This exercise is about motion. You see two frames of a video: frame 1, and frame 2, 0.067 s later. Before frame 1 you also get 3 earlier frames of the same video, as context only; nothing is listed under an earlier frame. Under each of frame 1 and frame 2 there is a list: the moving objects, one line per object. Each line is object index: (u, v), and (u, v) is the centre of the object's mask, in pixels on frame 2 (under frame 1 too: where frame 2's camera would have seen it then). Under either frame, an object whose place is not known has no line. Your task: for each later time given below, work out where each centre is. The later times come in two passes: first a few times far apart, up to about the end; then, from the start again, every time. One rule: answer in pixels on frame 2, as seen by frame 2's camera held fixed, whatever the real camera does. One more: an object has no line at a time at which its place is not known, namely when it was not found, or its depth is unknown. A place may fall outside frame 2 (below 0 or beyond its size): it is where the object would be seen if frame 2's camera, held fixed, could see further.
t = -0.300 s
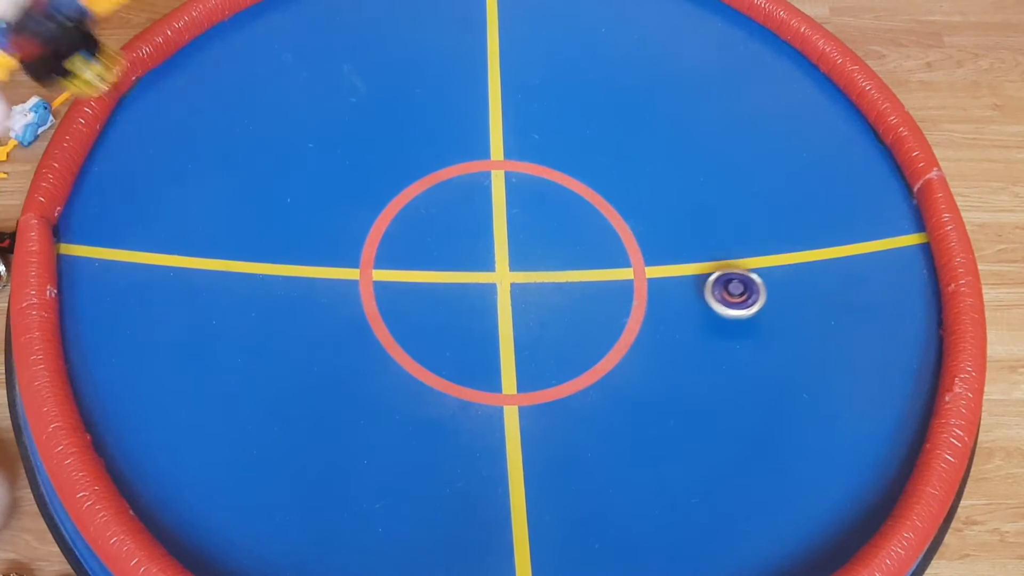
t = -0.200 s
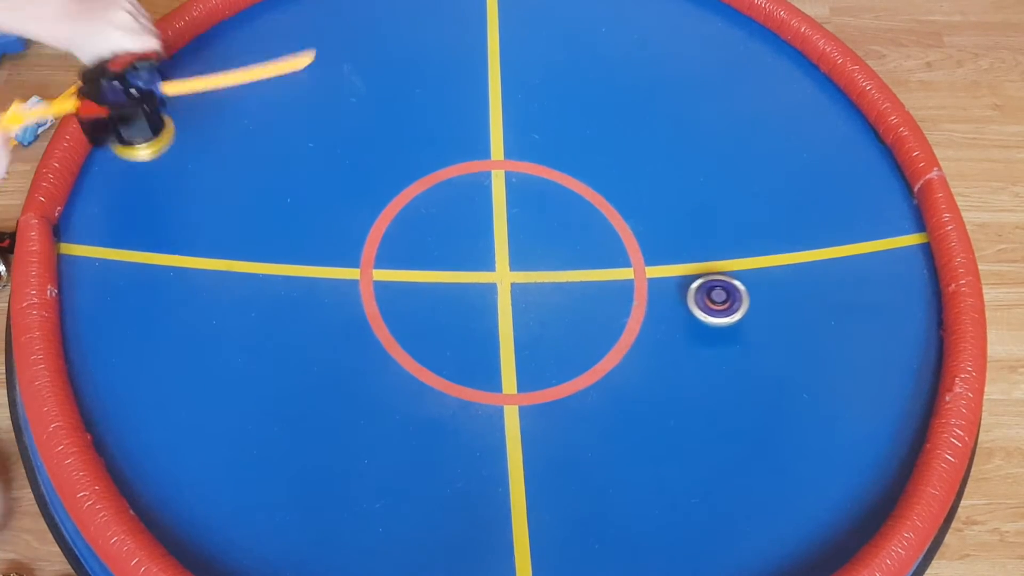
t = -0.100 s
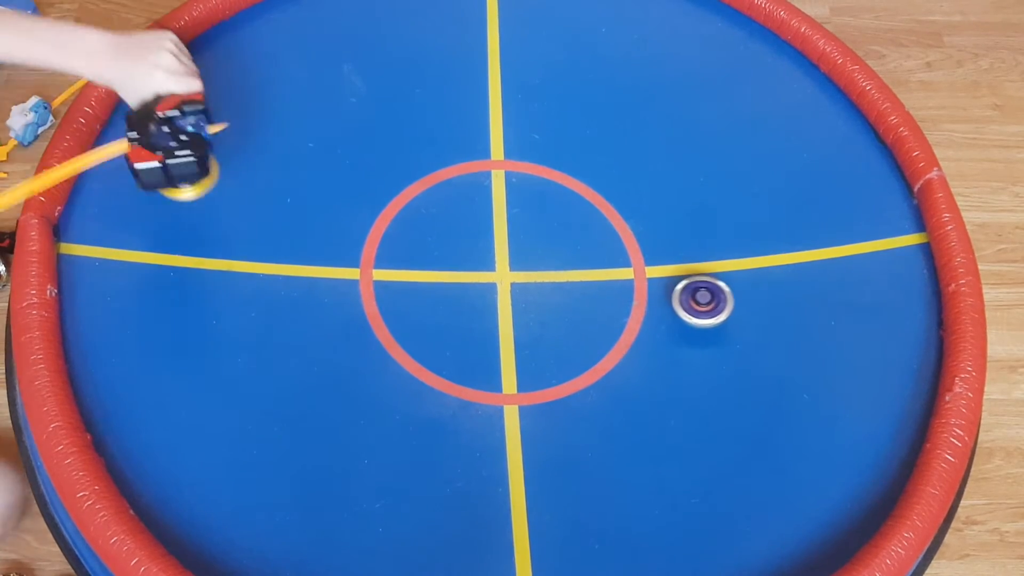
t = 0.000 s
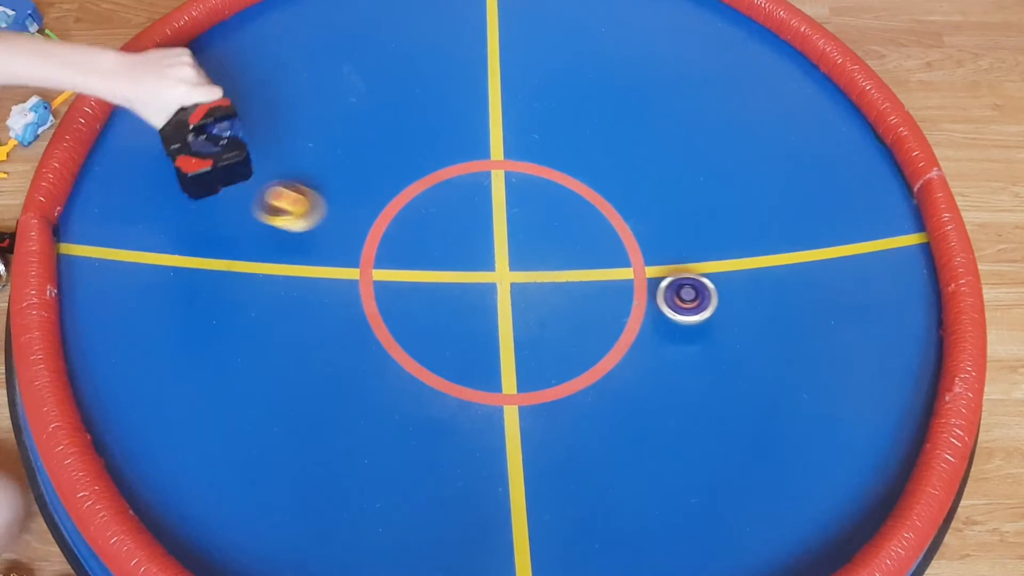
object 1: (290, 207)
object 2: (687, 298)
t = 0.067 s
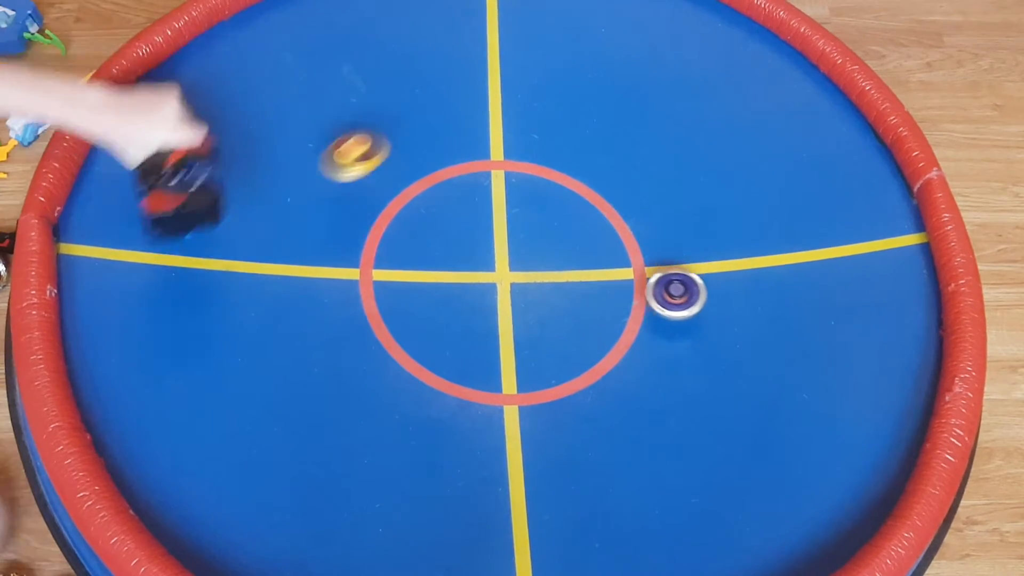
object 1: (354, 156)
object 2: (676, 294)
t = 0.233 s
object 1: (511, 106)
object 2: (646, 279)
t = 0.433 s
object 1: (653, 57)
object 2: (614, 254)
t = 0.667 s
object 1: (736, 70)
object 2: (581, 224)
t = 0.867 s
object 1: (778, 110)
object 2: (559, 199)
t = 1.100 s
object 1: (782, 181)
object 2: (538, 173)
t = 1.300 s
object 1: (738, 249)
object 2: (526, 156)
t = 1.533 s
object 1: (646, 268)
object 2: (518, 147)
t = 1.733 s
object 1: (578, 223)
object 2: (511, 154)
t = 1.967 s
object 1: (620, 188)
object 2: (441, 151)
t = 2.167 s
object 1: (663, 192)
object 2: (400, 144)
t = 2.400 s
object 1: (656, 229)
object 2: (367, 146)
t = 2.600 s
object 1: (592, 249)
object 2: (349, 156)
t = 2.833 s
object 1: (510, 229)
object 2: (342, 182)
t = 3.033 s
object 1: (464, 186)
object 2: (345, 212)
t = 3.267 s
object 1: (466, 135)
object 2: (356, 252)
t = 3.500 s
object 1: (526, 149)
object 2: (374, 291)
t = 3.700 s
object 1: (541, 212)
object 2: (396, 322)
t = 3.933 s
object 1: (493, 277)
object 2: (430, 353)
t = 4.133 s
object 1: (427, 303)
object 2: (462, 373)
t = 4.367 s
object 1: (351, 286)
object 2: (506, 393)
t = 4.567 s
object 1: (336, 241)
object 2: (546, 401)
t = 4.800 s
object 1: (407, 215)
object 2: (591, 399)
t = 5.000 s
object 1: (484, 236)
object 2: (626, 389)
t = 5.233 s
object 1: (554, 293)
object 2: (657, 367)
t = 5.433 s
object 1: (576, 353)
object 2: (676, 342)
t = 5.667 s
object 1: (553, 417)
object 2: (690, 312)
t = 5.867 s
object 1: (487, 424)
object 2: (692, 284)
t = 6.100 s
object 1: (455, 354)
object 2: (687, 250)
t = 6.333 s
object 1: (498, 284)
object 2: (671, 222)
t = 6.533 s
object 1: (563, 251)
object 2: (651, 200)
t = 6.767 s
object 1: (644, 245)
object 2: (621, 179)
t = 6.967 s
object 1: (702, 270)
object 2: (592, 168)
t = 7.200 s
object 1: (714, 329)
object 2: (556, 160)
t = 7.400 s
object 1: (646, 357)
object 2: (524, 160)
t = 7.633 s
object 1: (555, 321)
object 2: (489, 168)
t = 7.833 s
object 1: (510, 265)
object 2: (461, 181)
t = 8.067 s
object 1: (495, 198)
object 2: (430, 201)
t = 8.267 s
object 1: (518, 149)
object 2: (409, 224)
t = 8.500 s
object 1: (578, 133)
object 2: (391, 253)
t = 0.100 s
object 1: (387, 132)
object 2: (670, 292)
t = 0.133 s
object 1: (419, 116)
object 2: (663, 289)
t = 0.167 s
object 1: (451, 107)
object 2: (658, 286)
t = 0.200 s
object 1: (483, 106)
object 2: (652, 282)
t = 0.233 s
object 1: (511, 106)
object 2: (646, 279)
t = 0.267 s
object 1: (537, 85)
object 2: (640, 274)
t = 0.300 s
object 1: (564, 71)
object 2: (635, 270)
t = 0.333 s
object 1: (591, 63)
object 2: (630, 266)
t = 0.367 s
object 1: (615, 63)
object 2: (625, 263)
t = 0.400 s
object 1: (637, 68)
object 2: (620, 258)
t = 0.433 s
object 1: (653, 57)
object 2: (614, 254)
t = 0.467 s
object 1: (668, 53)
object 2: (609, 250)
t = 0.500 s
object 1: (681, 56)
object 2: (604, 246)
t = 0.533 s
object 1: (693, 62)
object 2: (599, 241)
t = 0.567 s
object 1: (706, 59)
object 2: (594, 237)
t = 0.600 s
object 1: (718, 63)
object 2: (590, 233)
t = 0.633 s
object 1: (728, 68)
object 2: (585, 229)
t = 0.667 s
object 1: (736, 70)
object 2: (581, 224)
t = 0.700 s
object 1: (743, 76)
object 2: (577, 219)
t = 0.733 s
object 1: (751, 81)
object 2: (573, 215)
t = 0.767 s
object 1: (759, 86)
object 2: (569, 211)
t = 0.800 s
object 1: (766, 93)
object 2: (566, 207)
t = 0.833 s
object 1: (773, 101)
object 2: (562, 203)
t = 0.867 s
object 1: (778, 110)
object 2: (559, 199)
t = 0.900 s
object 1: (782, 118)
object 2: (555, 194)
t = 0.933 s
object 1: (785, 127)
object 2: (552, 190)
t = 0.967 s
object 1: (787, 137)
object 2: (549, 186)
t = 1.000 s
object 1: (788, 147)
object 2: (546, 183)
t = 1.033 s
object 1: (787, 158)
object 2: (543, 180)
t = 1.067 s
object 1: (786, 170)
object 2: (540, 176)
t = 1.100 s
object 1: (782, 181)
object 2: (538, 173)
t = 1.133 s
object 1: (778, 193)
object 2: (535, 169)
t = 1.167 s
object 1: (772, 205)
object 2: (533, 166)
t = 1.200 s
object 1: (765, 217)
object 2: (531, 163)
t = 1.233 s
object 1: (757, 228)
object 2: (529, 161)
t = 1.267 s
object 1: (748, 239)
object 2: (528, 158)
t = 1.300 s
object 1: (738, 249)
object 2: (526, 156)
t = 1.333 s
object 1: (726, 257)
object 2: (525, 154)
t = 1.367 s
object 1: (715, 263)
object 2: (524, 152)
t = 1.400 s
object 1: (702, 268)
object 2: (523, 151)
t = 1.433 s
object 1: (689, 271)
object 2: (522, 149)
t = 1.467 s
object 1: (675, 272)
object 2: (521, 149)
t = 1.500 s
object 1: (660, 271)
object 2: (519, 148)
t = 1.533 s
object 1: (646, 268)
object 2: (518, 147)
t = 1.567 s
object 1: (631, 264)
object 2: (517, 147)
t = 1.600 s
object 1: (619, 257)
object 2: (516, 148)
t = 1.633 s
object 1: (606, 249)
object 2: (515, 149)
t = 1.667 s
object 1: (596, 241)
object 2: (514, 151)
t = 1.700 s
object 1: (587, 232)
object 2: (513, 152)
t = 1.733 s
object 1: (578, 223)
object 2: (511, 154)
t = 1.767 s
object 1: (570, 214)
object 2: (511, 155)
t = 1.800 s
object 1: (563, 203)
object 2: (510, 158)
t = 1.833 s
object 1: (556, 195)
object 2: (509, 160)
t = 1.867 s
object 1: (570, 191)
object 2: (492, 158)
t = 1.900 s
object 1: (590, 190)
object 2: (470, 154)
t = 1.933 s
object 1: (607, 189)
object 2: (454, 152)
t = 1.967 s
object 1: (620, 188)
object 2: (441, 151)
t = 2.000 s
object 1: (631, 187)
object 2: (430, 149)
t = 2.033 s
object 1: (640, 185)
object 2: (423, 148)
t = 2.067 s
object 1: (647, 185)
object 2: (416, 147)
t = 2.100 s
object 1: (654, 186)
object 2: (410, 146)
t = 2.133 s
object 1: (658, 189)
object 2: (405, 145)
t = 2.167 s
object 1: (663, 192)
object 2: (400, 144)
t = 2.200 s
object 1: (666, 195)
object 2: (395, 144)
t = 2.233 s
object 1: (668, 200)
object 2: (389, 143)
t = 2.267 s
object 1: (668, 206)
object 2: (384, 143)
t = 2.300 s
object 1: (667, 211)
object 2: (380, 143)
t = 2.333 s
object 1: (665, 217)
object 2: (375, 144)
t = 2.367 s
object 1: (661, 223)
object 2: (371, 145)
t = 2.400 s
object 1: (656, 229)
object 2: (367, 146)
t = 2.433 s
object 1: (649, 235)
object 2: (363, 147)
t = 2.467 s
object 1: (640, 240)
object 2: (360, 148)
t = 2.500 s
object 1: (629, 243)
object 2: (357, 150)
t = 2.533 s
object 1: (617, 246)
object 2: (353, 152)
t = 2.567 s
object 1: (603, 248)
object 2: (351, 154)
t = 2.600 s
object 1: (592, 249)
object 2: (349, 156)
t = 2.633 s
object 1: (580, 249)
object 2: (347, 159)
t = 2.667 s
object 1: (568, 247)
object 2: (345, 162)
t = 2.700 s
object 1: (555, 245)
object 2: (344, 165)
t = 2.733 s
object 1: (543, 242)
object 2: (343, 169)
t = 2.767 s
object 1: (532, 238)
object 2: (342, 173)
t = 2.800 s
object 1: (521, 234)
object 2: (342, 177)
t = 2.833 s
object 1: (510, 229)
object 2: (342, 182)
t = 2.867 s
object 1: (500, 223)
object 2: (342, 186)
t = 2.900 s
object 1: (491, 217)
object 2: (342, 191)
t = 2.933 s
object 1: (482, 210)
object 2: (342, 196)
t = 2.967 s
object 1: (474, 202)
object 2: (343, 201)
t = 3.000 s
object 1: (468, 195)
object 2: (344, 206)
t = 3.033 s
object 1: (464, 186)
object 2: (345, 212)
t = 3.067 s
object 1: (460, 178)
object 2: (346, 218)
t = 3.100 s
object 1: (457, 170)
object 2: (347, 224)
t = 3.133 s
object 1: (456, 162)
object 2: (349, 229)
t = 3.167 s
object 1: (456, 154)
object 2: (350, 235)
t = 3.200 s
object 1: (458, 148)
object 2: (352, 240)
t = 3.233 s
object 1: (462, 141)
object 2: (354, 246)
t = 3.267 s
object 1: (466, 135)
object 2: (356, 252)
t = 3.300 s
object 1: (474, 132)
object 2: (358, 258)
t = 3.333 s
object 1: (483, 129)
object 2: (361, 263)
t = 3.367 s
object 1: (492, 129)
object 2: (363, 269)
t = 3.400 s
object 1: (502, 132)
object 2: (366, 275)
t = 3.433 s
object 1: (510, 136)
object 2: (369, 280)
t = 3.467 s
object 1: (518, 141)
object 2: (371, 286)
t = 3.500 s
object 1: (526, 149)
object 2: (374, 291)
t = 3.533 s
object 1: (532, 158)
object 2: (377, 296)
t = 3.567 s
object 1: (536, 168)
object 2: (380, 302)
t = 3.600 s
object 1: (540, 179)
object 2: (384, 307)
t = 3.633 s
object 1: (541, 190)
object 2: (388, 312)
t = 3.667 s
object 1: (541, 202)
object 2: (392, 317)
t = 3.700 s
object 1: (541, 212)
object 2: (396, 322)
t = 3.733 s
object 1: (537, 223)
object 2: (399, 326)
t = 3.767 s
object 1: (533, 234)
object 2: (404, 330)
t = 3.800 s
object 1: (526, 244)
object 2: (408, 335)
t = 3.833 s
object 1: (519, 253)
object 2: (413, 339)
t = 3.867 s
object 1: (512, 261)
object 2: (419, 344)
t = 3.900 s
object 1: (502, 270)
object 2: (424, 349)
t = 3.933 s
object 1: (493, 277)
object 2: (430, 353)
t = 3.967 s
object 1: (482, 284)
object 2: (435, 357)
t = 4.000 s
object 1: (472, 289)
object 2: (440, 360)
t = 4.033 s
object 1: (462, 294)
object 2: (445, 363)
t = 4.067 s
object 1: (450, 298)
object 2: (450, 367)
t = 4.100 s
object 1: (439, 301)
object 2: (456, 370)
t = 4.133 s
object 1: (427, 303)
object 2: (462, 373)
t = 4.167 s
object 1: (414, 305)
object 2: (468, 376)
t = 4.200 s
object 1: (403, 304)
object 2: (474, 379)
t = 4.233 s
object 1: (392, 303)
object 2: (480, 382)
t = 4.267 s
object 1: (381, 301)
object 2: (487, 385)
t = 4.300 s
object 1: (370, 297)
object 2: (493, 388)
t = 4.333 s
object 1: (360, 293)
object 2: (500, 390)
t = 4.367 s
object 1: (351, 286)
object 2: (506, 393)
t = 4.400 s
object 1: (344, 280)
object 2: (513, 395)
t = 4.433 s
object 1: (338, 274)
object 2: (520, 397)
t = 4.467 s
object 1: (334, 266)
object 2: (526, 398)
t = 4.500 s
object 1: (332, 257)
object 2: (533, 399)
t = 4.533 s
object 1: (333, 249)
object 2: (540, 400)
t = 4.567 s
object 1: (336, 241)
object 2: (546, 401)
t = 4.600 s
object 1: (342, 234)
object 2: (553, 402)
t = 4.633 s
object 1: (349, 228)
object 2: (559, 402)
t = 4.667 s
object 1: (359, 222)
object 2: (566, 402)
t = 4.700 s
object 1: (369, 218)
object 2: (572, 401)
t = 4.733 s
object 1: (381, 216)
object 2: (578, 401)
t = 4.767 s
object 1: (394, 214)
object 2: (585, 400)
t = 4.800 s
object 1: (407, 215)
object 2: (591, 399)
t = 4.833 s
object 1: (422, 215)
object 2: (597, 398)
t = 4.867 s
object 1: (434, 217)
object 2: (603, 397)
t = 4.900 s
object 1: (447, 221)
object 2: (609, 395)
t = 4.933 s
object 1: (459, 225)
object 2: (615, 393)
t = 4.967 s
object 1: (470, 230)
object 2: (620, 391)
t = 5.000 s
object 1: (484, 236)
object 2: (626, 389)
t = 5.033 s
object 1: (495, 242)
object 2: (631, 386)
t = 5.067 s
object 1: (507, 249)
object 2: (636, 383)
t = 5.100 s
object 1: (518, 257)
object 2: (640, 381)
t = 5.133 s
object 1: (529, 266)
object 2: (645, 377)
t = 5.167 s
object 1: (538, 275)
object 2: (649, 374)
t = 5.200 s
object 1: (547, 284)
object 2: (654, 371)
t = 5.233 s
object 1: (554, 293)
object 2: (657, 367)
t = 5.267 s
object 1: (560, 304)
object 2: (661, 364)
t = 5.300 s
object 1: (565, 314)
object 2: (665, 359)
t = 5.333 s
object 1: (569, 324)
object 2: (668, 355)
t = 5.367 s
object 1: (573, 334)
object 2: (671, 351)
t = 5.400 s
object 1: (574, 343)
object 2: (674, 346)
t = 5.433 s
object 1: (576, 353)
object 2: (676, 342)
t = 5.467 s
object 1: (576, 364)
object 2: (679, 338)
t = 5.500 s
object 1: (575, 374)
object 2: (681, 334)
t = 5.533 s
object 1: (573, 384)
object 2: (683, 329)
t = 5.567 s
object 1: (570, 393)
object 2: (685, 325)
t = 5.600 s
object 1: (566, 401)
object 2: (687, 320)
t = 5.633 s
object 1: (560, 410)
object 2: (689, 316)
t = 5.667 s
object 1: (553, 417)
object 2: (690, 312)
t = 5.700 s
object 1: (545, 423)
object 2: (691, 307)
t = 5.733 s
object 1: (534, 428)
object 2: (691, 303)
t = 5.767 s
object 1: (523, 430)
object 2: (692, 298)
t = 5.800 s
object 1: (511, 430)
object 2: (691, 293)
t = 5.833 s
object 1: (500, 429)
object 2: (692, 289)
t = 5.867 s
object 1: (487, 424)
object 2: (692, 284)
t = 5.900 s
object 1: (476, 418)
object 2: (691, 279)
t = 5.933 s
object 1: (469, 410)
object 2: (691, 274)
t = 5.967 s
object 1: (462, 400)
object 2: (690, 269)
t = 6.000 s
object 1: (457, 389)
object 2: (690, 264)
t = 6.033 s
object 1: (455, 378)
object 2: (689, 259)
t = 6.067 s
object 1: (454, 367)
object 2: (688, 255)
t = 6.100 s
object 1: (455, 354)
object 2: (687, 250)
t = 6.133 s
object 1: (458, 343)
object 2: (686, 246)
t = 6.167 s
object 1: (462, 331)
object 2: (684, 242)
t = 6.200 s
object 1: (467, 320)
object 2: (682, 238)
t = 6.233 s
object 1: (472, 310)
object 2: (680, 234)
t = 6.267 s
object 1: (480, 301)
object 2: (677, 230)
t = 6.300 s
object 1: (489, 292)
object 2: (674, 226)
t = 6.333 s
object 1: (498, 284)
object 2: (671, 222)
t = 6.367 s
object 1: (508, 276)
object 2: (668, 218)
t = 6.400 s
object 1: (519, 269)
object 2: (665, 215)
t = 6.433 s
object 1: (529, 264)
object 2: (662, 211)
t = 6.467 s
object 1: (541, 259)
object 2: (658, 207)
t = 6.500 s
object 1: (551, 255)
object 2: (655, 204)
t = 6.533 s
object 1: (563, 251)
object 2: (651, 200)
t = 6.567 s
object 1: (574, 248)
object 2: (647, 197)
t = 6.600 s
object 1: (585, 246)
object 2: (643, 194)
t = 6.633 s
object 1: (596, 245)
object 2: (639, 191)
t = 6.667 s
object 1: (609, 243)
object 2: (634, 188)
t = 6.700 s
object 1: (621, 243)
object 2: (630, 185)
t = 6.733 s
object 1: (633, 244)
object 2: (626, 182)
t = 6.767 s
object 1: (644, 245)
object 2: (621, 179)
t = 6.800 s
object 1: (655, 246)
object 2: (616, 177)
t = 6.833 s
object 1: (666, 250)
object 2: (611, 175)
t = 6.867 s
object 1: (675, 254)
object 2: (607, 173)
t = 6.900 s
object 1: (685, 259)
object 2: (602, 171)
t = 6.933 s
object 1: (694, 264)
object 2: (597, 169)
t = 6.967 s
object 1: (702, 270)
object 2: (592, 168)
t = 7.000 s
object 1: (710, 278)
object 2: (587, 166)
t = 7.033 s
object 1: (716, 286)
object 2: (582, 165)
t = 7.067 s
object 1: (720, 295)
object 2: (577, 164)
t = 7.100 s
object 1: (721, 304)
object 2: (572, 163)
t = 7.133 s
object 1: (721, 312)
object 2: (566, 162)
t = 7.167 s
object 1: (719, 321)
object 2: (561, 161)
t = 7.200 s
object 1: (714, 329)
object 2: (556, 160)
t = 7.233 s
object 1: (707, 336)
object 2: (551, 160)
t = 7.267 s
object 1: (698, 343)
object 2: (546, 160)
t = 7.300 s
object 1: (687, 349)
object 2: (540, 160)
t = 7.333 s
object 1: (674, 353)
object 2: (535, 160)
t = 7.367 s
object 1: (661, 356)
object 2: (529, 160)
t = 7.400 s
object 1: (646, 357)
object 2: (524, 160)
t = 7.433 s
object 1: (632, 356)
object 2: (520, 161)
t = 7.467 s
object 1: (617, 353)
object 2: (515, 162)
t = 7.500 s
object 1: (604, 349)
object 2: (510, 163)
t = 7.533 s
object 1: (590, 343)
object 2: (504, 164)
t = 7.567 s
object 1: (578, 337)
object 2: (499, 165)
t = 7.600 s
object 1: (566, 329)
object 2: (494, 167)
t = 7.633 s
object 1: (555, 321)
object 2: (489, 168)
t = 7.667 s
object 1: (546, 312)
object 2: (484, 170)
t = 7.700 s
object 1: (537, 303)
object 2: (480, 172)
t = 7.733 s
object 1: (528, 294)
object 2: (475, 174)
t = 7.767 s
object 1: (521, 285)
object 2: (470, 176)
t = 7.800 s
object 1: (515, 275)
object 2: (465, 178)
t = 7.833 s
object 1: (510, 265)
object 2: (461, 181)
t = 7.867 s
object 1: (505, 255)
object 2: (456, 183)
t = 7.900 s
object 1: (502, 246)
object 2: (452, 186)
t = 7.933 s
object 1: (499, 236)
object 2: (446, 189)
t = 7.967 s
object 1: (496, 227)
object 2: (442, 192)
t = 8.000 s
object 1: (495, 217)
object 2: (438, 195)
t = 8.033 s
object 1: (495, 207)
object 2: (434, 198)
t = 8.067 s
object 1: (495, 198)
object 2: (430, 201)
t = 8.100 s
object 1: (496, 189)
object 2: (426, 205)
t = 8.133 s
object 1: (498, 180)
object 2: (422, 208)
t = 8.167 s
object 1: (501, 171)
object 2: (418, 212)
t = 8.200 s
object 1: (506, 163)
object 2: (415, 216)
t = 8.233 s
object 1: (512, 156)
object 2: (412, 220)
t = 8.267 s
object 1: (518, 149)
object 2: (409, 224)
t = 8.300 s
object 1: (525, 143)
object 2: (406, 228)
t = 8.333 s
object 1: (532, 139)
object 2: (403, 232)
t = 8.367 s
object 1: (541, 135)
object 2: (400, 236)
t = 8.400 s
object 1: (550, 132)
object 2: (397, 240)
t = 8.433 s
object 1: (559, 131)
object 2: (395, 244)
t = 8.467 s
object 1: (569, 131)
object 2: (393, 248)
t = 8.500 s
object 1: (578, 133)
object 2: (391, 253)
